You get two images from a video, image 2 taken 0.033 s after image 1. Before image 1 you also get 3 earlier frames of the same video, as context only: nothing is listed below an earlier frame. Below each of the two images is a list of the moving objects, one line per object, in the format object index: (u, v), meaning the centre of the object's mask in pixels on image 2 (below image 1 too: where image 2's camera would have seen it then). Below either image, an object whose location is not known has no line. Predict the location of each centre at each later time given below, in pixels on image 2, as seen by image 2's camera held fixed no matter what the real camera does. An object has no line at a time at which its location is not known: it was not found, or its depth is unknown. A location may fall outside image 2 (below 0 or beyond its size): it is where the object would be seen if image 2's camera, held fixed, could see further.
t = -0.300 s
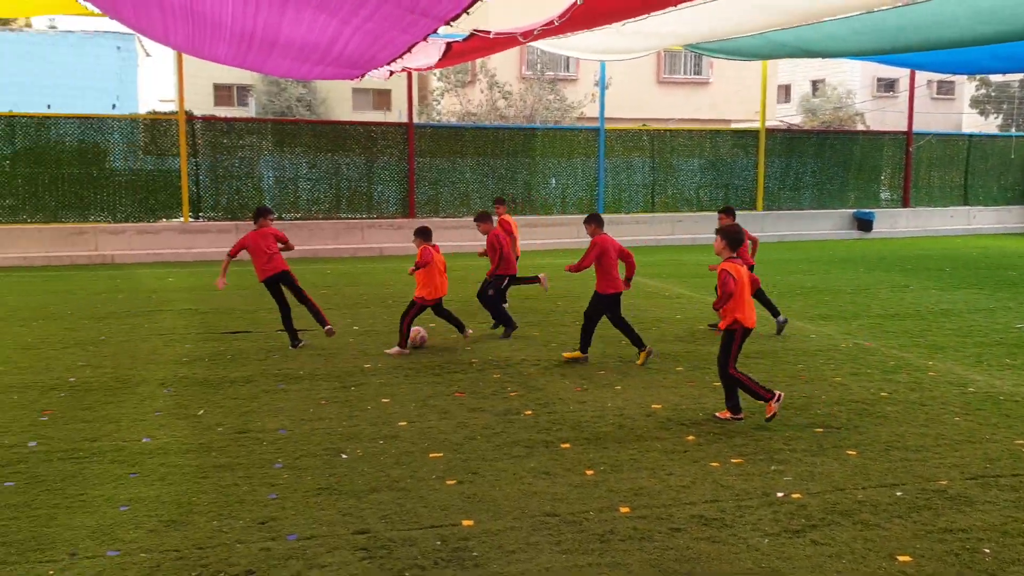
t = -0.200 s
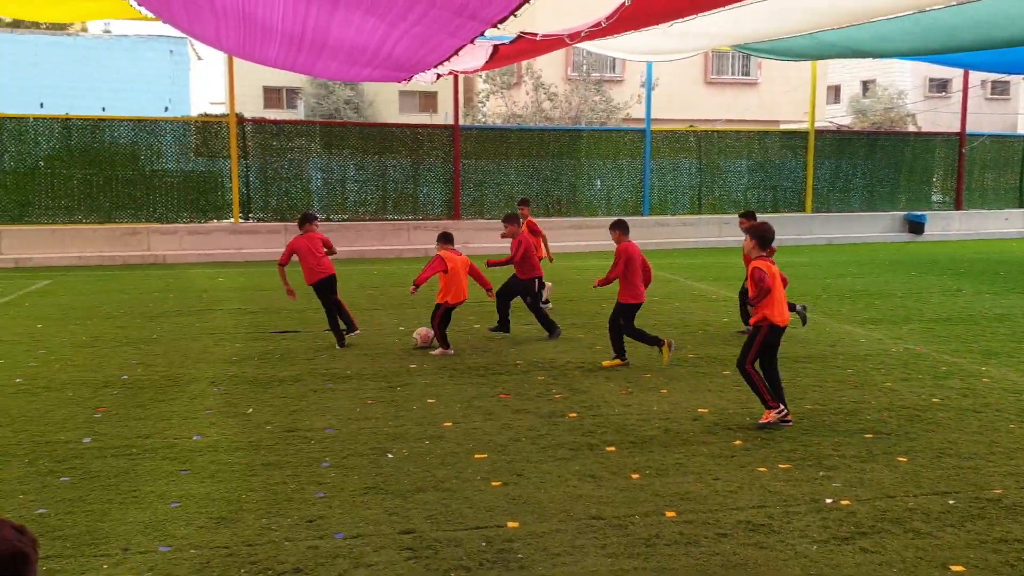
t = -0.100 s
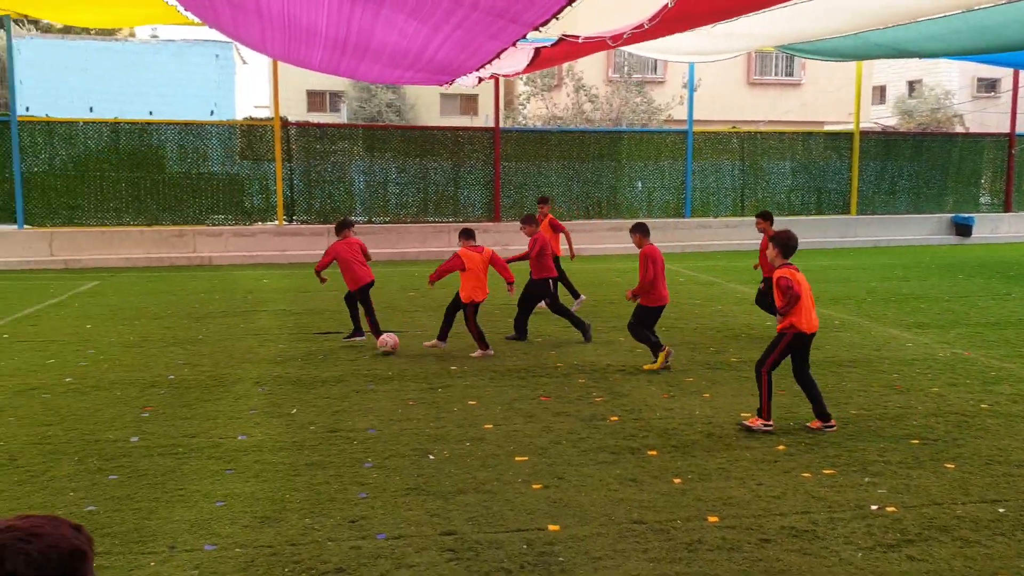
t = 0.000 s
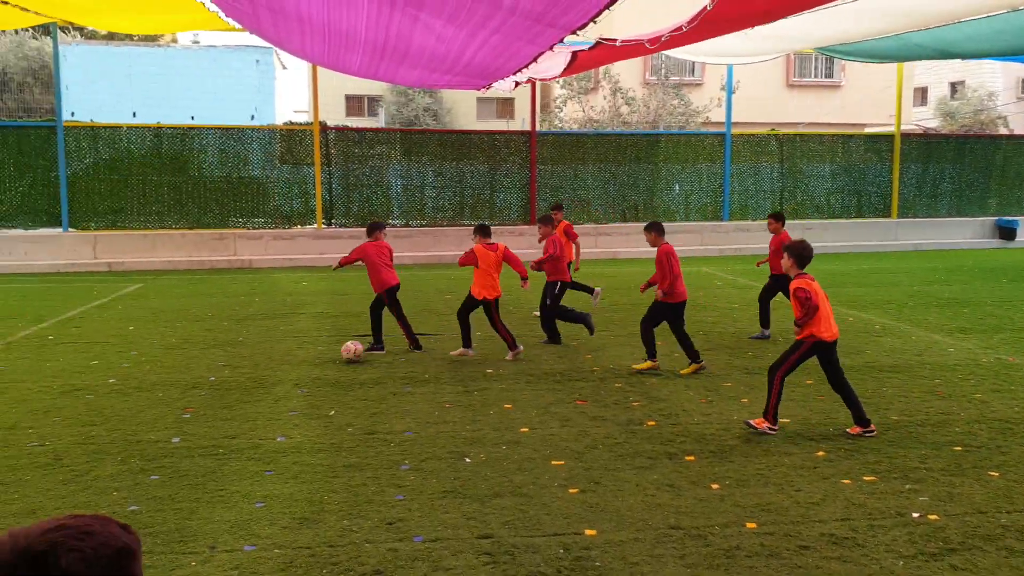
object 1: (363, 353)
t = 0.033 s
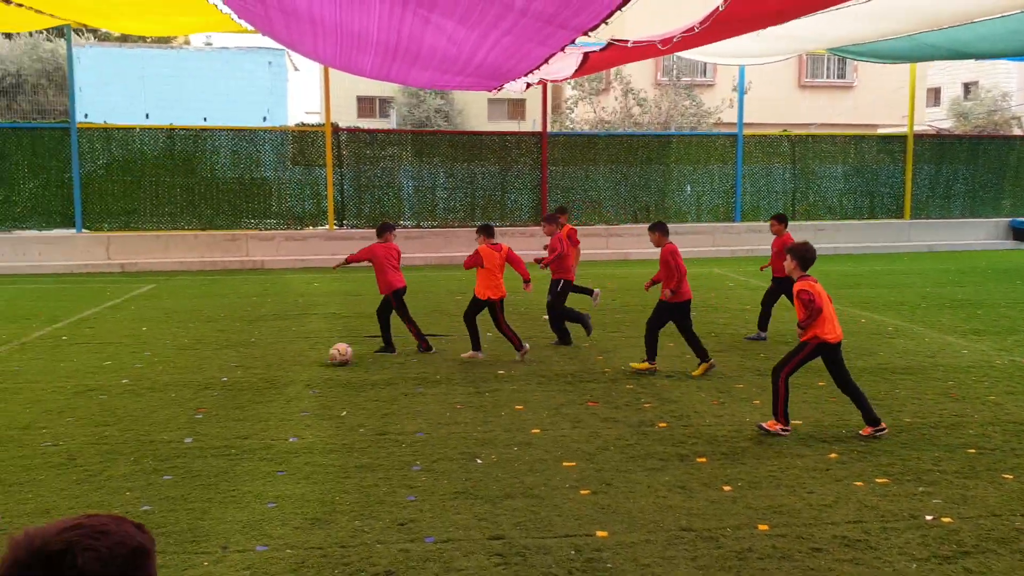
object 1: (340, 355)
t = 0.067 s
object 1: (319, 356)
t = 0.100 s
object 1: (296, 358)
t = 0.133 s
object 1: (275, 359)
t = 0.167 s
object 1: (254, 360)
